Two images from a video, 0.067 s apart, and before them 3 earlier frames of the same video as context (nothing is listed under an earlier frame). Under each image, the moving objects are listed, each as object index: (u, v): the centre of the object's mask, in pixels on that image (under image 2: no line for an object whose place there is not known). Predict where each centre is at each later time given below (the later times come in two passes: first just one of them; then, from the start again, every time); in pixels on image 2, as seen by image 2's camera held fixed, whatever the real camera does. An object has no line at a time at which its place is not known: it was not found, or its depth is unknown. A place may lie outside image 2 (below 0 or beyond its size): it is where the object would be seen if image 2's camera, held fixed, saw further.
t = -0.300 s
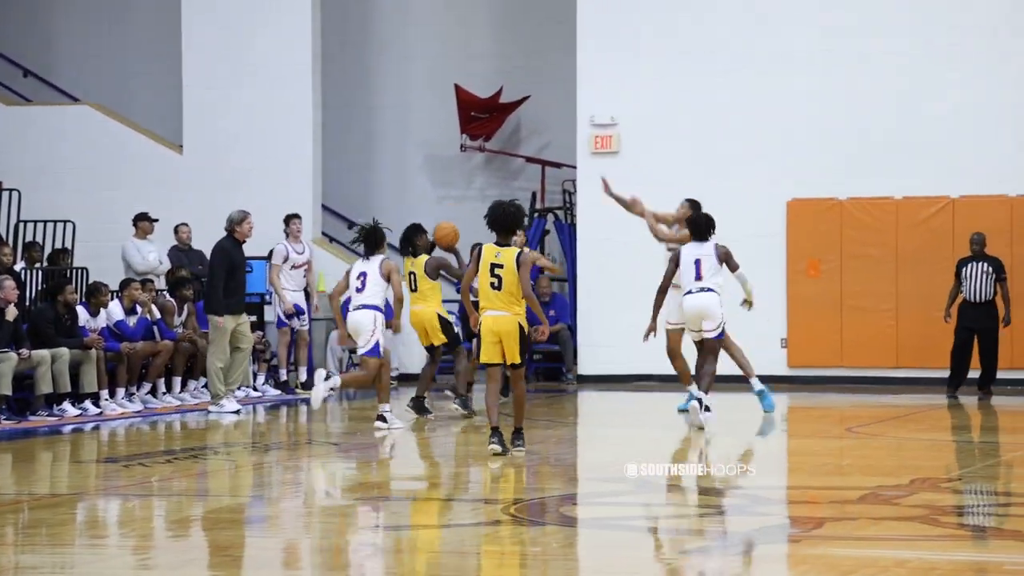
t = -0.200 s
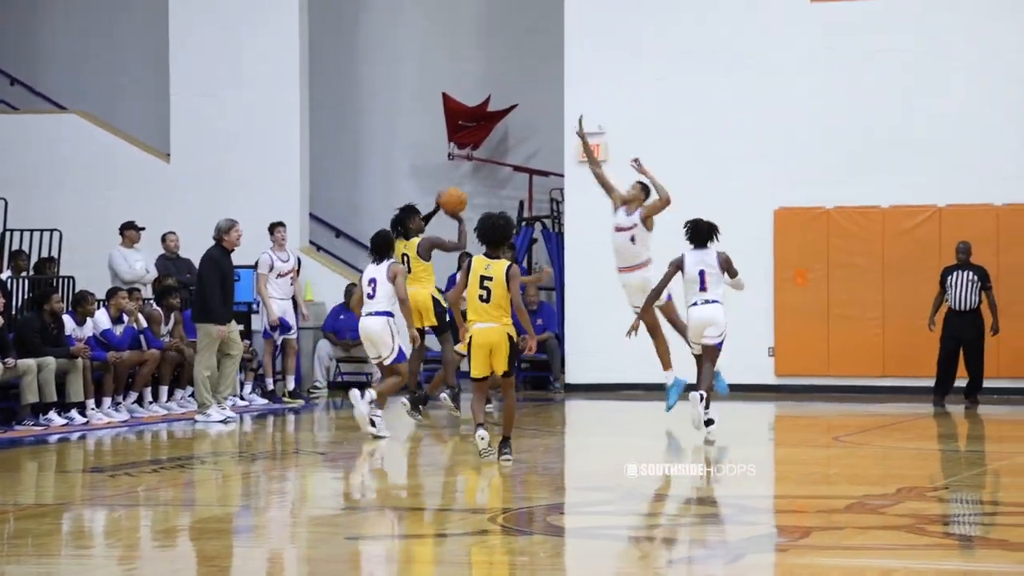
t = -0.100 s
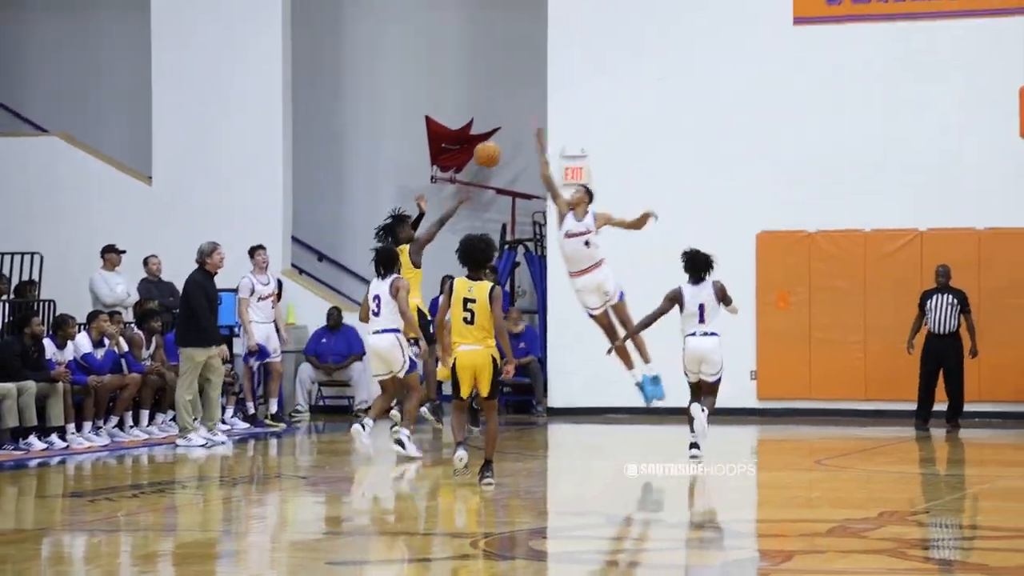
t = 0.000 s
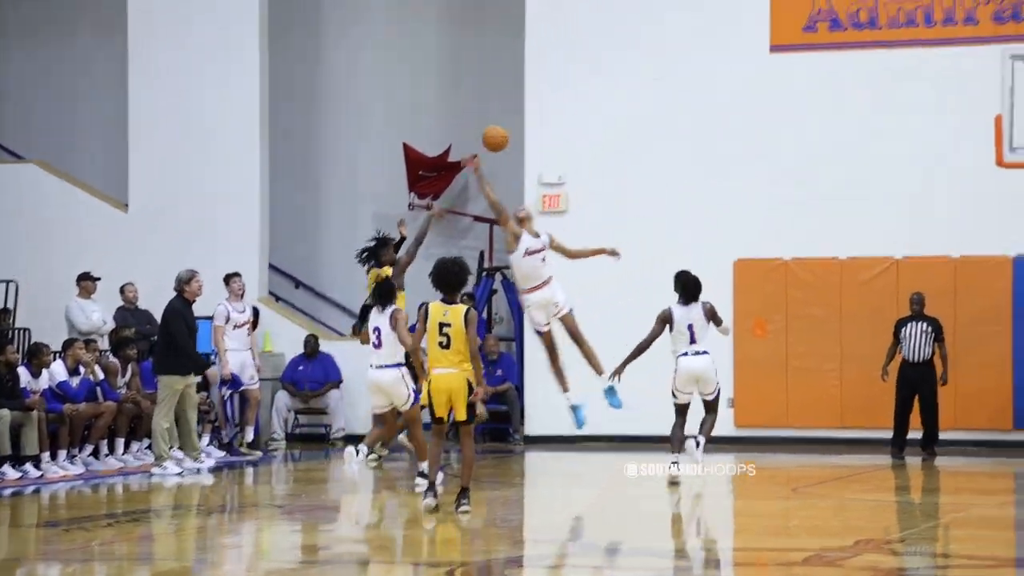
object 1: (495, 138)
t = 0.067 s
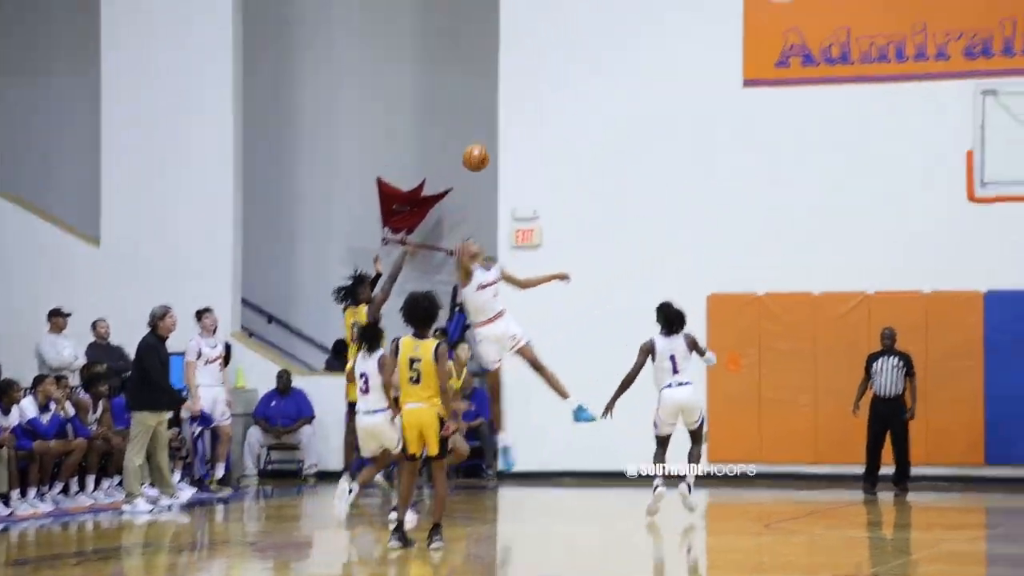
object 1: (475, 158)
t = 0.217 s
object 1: (488, 145)
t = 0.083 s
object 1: (477, 155)
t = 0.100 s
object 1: (478, 153)
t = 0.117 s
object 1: (480, 151)
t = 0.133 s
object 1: (481, 149)
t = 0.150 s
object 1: (482, 148)
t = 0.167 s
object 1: (483, 146)
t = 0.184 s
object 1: (485, 145)
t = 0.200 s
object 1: (486, 145)
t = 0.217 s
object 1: (488, 145)
